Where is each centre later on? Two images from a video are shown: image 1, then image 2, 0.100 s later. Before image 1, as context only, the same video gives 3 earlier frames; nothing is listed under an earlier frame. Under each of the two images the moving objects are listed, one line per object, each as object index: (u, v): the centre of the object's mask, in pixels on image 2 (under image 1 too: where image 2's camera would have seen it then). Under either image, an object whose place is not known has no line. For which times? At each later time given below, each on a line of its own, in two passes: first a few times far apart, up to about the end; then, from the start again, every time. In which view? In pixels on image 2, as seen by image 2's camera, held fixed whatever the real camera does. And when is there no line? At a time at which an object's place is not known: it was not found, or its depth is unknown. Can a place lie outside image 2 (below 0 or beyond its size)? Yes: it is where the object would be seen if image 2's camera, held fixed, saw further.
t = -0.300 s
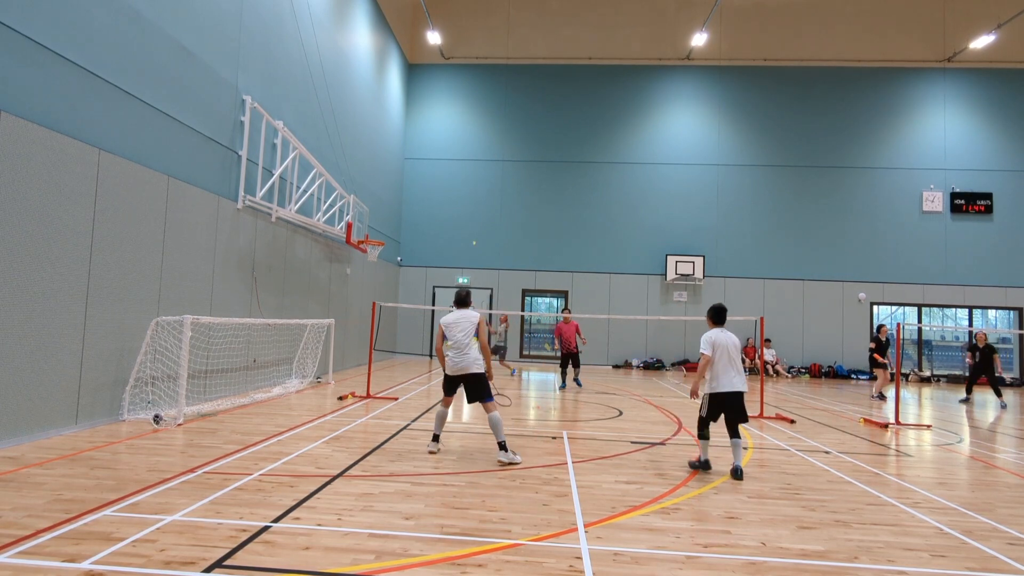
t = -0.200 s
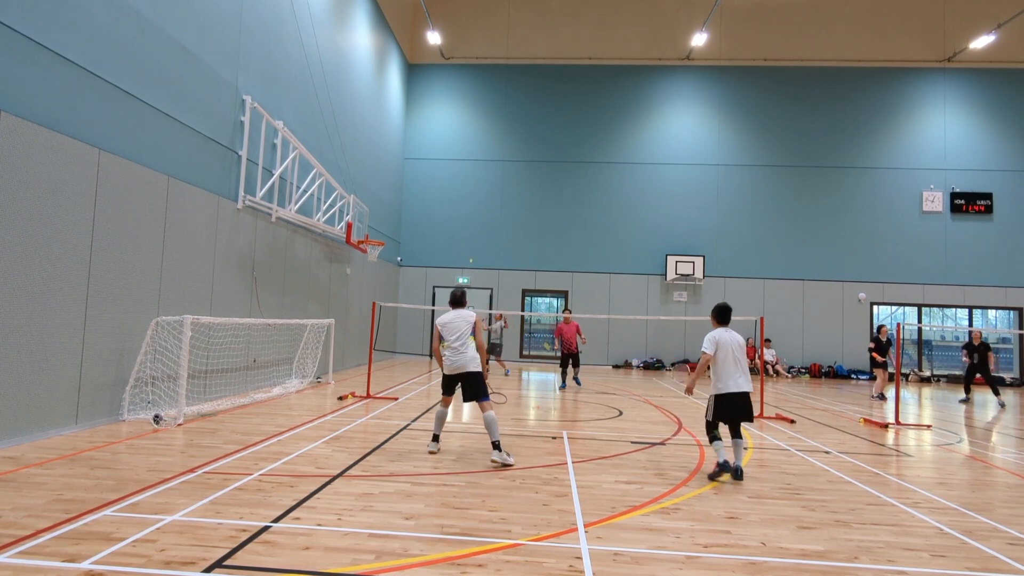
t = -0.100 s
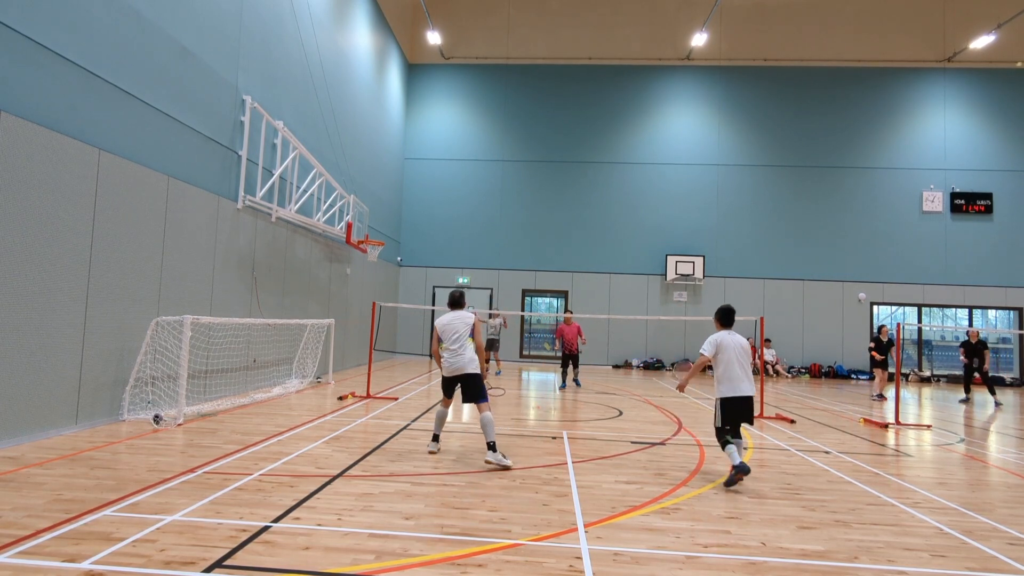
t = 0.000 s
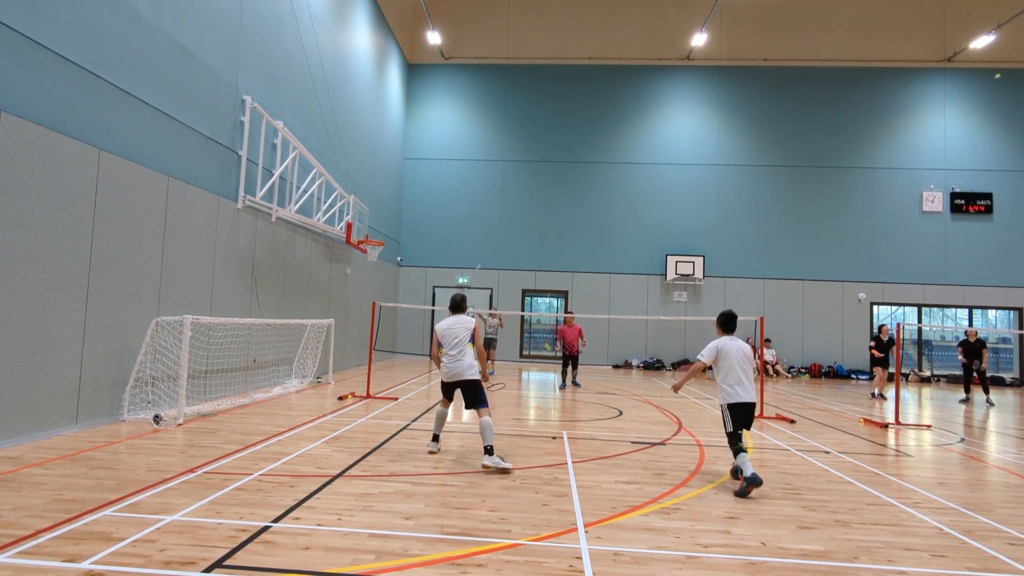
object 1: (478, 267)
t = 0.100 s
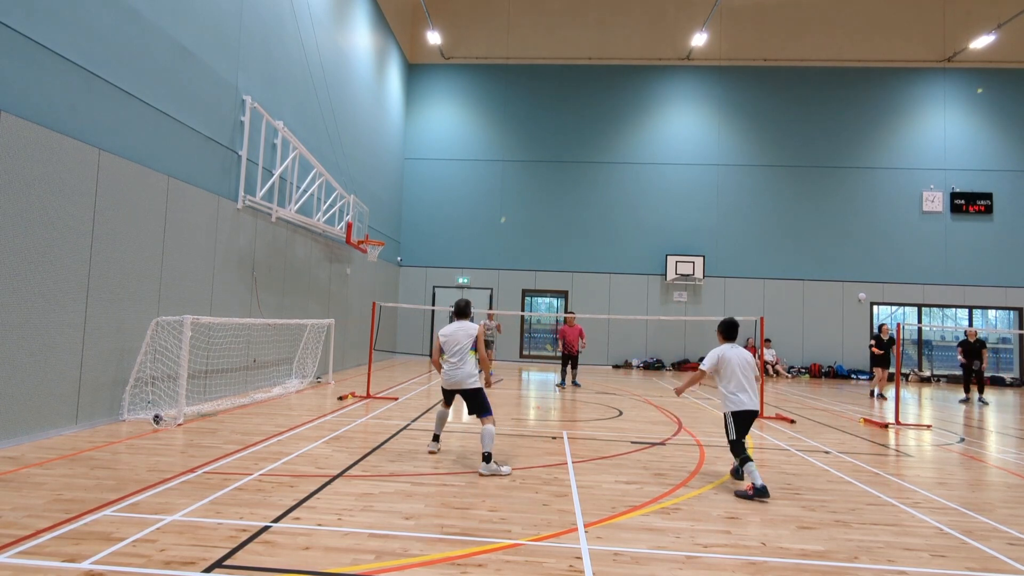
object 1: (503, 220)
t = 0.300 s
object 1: (543, 152)
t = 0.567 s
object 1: (592, 106)
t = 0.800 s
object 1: (633, 114)
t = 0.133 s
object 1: (510, 206)
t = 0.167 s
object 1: (517, 194)
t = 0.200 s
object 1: (524, 182)
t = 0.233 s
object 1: (530, 171)
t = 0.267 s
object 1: (536, 161)
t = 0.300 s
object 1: (543, 152)
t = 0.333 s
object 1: (549, 144)
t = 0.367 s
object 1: (555, 136)
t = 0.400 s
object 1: (561, 129)
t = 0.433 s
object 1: (567, 123)
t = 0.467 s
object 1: (573, 118)
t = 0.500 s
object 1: (579, 113)
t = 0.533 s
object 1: (585, 109)
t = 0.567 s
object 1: (592, 106)
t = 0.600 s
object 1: (597, 104)
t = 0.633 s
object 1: (603, 103)
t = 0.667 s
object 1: (609, 103)
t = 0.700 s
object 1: (615, 104)
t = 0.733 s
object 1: (621, 106)
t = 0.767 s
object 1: (627, 110)
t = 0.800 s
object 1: (633, 114)
